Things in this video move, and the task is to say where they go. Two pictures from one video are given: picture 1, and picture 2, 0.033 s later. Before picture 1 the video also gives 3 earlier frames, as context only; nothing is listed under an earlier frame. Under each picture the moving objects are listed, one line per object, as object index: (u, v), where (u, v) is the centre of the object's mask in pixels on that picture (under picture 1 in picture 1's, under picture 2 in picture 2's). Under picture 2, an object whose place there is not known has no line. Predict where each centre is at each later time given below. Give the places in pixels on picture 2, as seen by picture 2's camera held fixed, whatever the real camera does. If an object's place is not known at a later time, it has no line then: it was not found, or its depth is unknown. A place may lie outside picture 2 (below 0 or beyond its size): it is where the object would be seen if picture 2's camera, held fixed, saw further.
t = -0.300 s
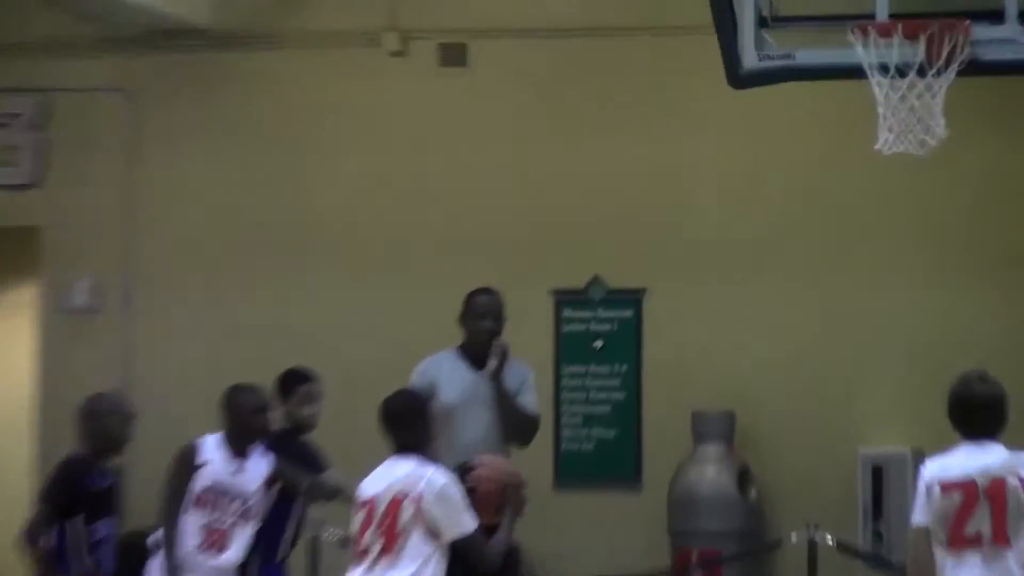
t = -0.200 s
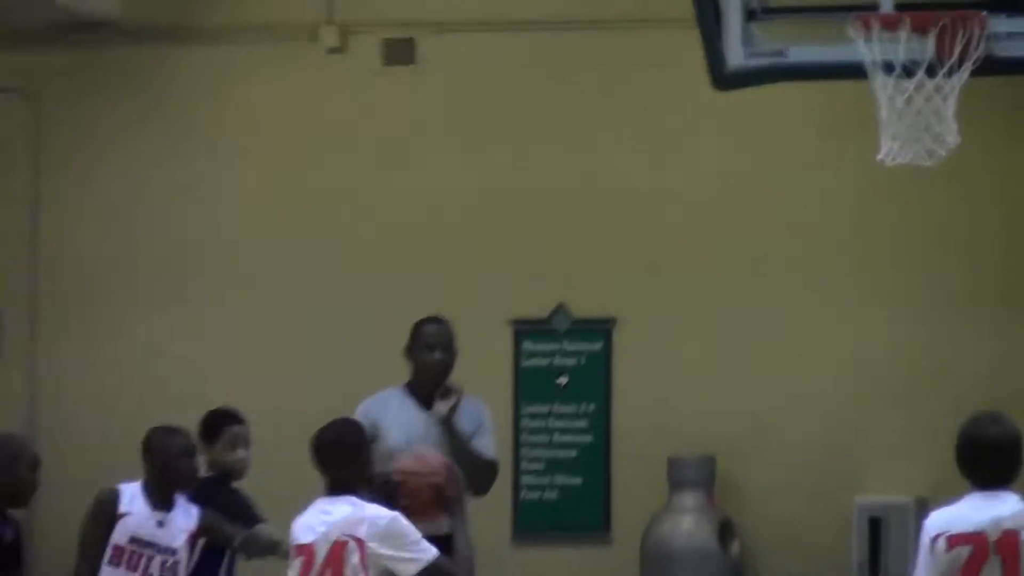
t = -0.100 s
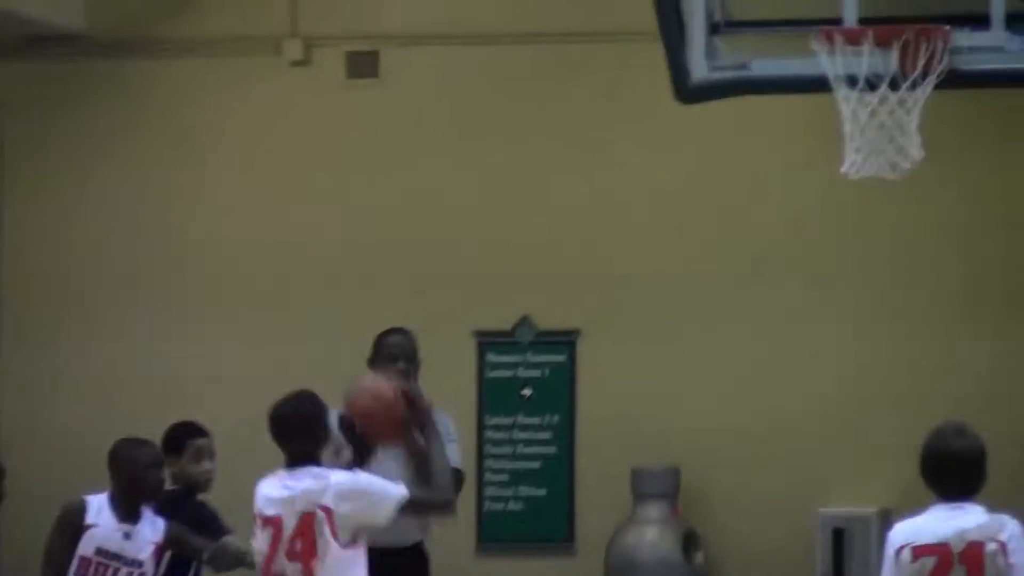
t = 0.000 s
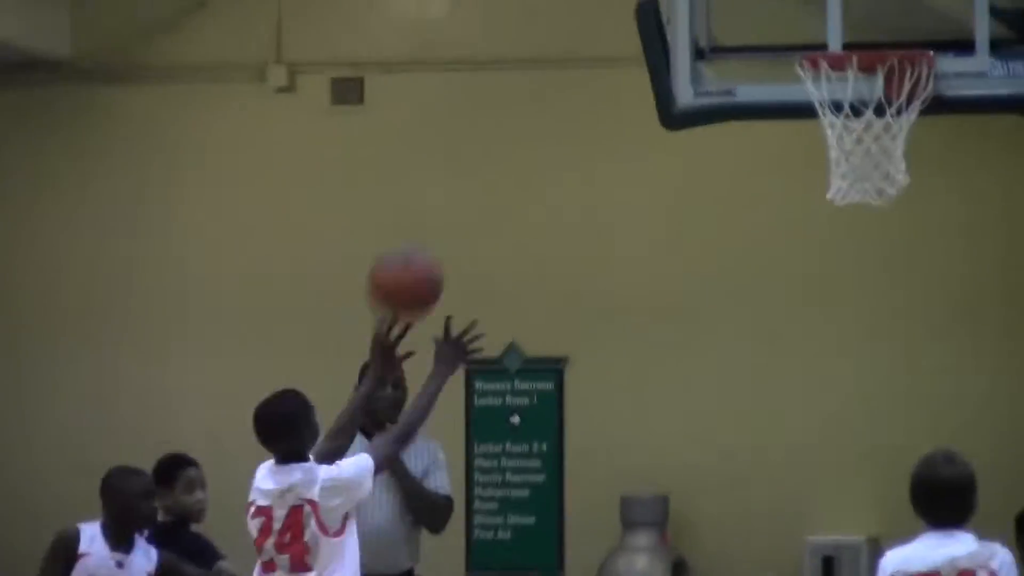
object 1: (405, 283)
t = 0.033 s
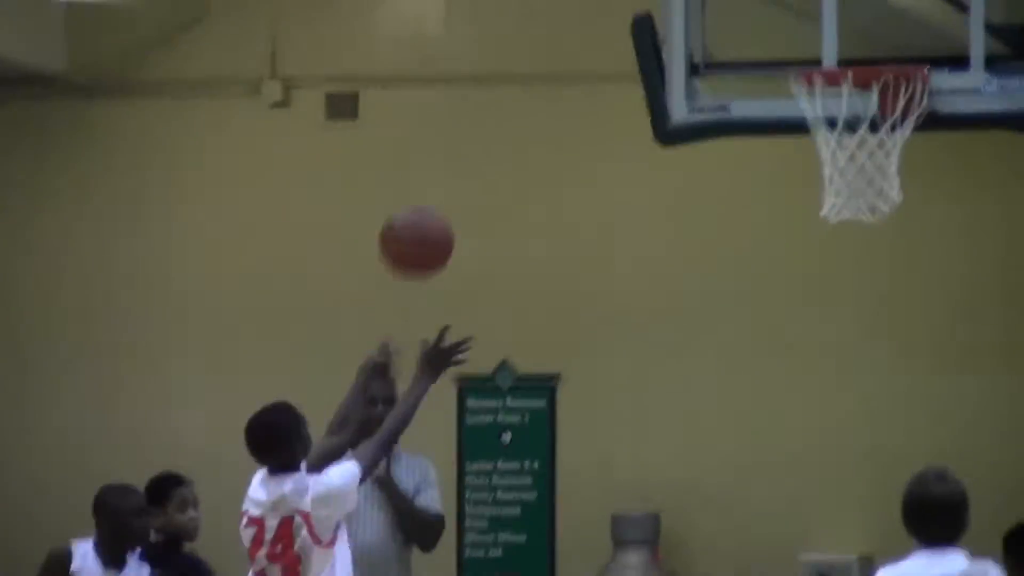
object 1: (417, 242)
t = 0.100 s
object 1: (453, 138)
